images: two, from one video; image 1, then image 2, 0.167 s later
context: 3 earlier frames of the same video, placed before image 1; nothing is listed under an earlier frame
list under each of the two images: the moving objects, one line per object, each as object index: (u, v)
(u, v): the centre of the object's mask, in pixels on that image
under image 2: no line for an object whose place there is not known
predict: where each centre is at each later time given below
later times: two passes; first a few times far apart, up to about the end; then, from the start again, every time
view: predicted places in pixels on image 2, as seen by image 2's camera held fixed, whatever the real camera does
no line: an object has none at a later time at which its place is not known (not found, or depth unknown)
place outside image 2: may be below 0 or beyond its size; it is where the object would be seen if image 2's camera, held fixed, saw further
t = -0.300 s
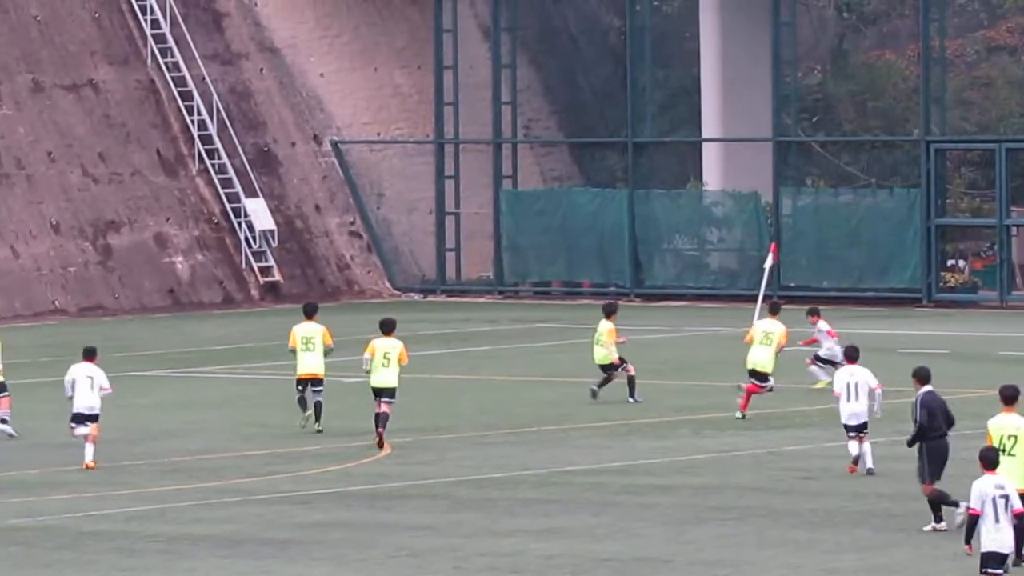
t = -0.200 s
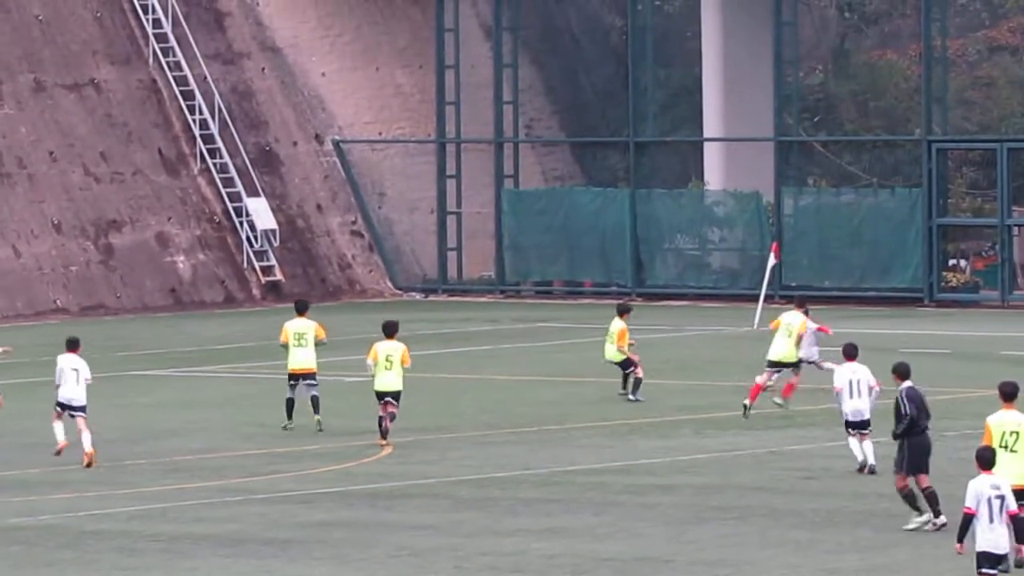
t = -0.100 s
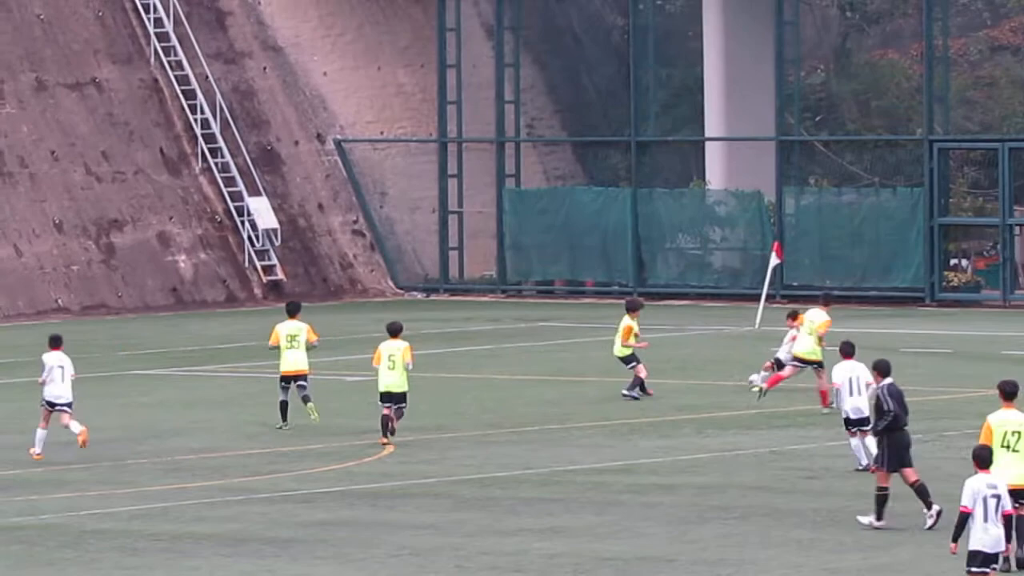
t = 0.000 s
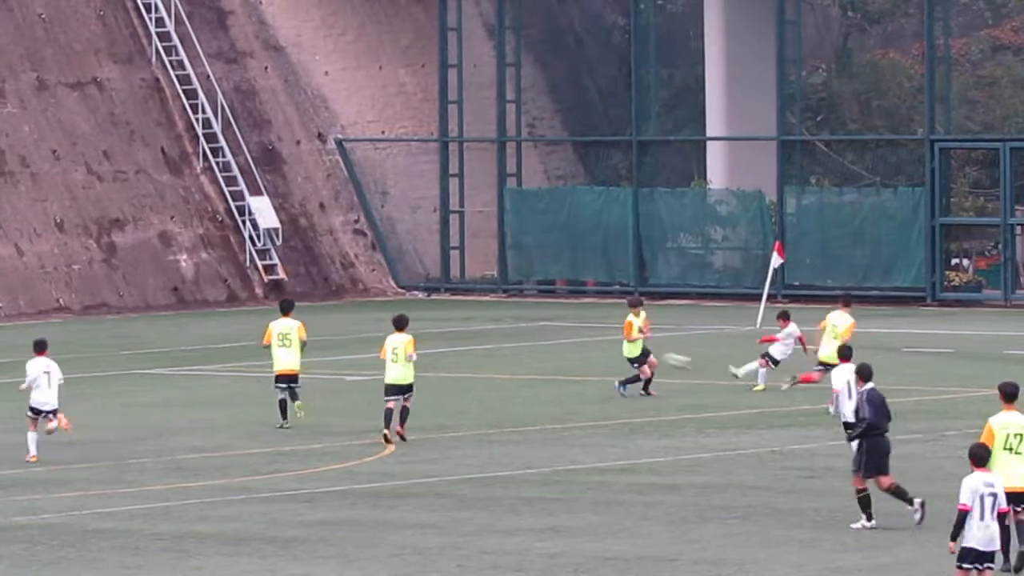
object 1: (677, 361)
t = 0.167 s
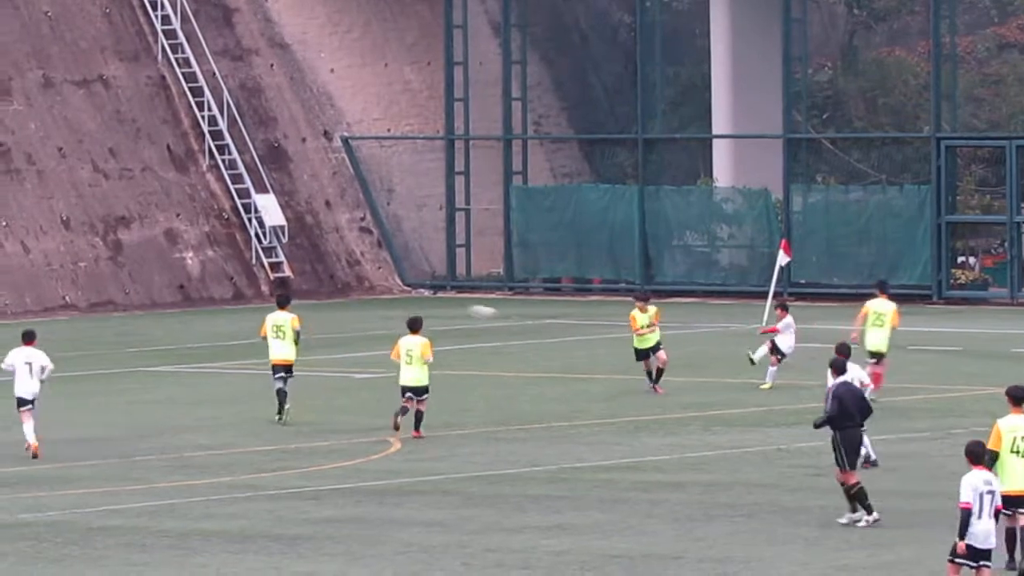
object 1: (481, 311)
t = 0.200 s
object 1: (442, 302)
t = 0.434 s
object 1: (177, 262)
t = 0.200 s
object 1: (442, 302)
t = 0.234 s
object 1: (403, 295)
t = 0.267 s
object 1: (365, 290)
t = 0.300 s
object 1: (327, 284)
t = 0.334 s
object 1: (289, 278)
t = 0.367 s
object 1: (253, 272)
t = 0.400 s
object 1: (215, 266)
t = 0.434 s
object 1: (177, 262)
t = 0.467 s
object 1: (140, 258)
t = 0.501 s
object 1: (108, 252)
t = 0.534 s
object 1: (72, 248)
